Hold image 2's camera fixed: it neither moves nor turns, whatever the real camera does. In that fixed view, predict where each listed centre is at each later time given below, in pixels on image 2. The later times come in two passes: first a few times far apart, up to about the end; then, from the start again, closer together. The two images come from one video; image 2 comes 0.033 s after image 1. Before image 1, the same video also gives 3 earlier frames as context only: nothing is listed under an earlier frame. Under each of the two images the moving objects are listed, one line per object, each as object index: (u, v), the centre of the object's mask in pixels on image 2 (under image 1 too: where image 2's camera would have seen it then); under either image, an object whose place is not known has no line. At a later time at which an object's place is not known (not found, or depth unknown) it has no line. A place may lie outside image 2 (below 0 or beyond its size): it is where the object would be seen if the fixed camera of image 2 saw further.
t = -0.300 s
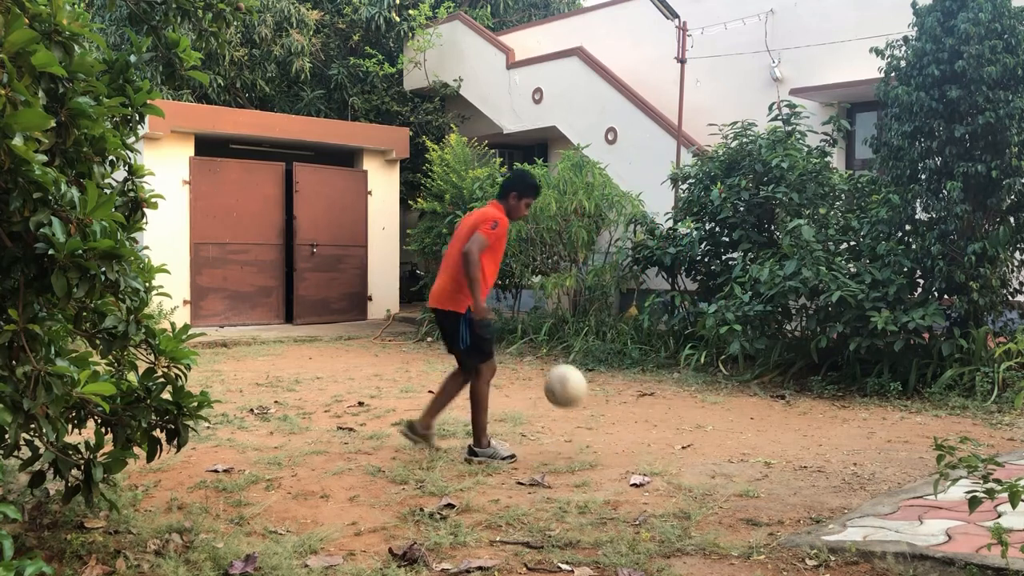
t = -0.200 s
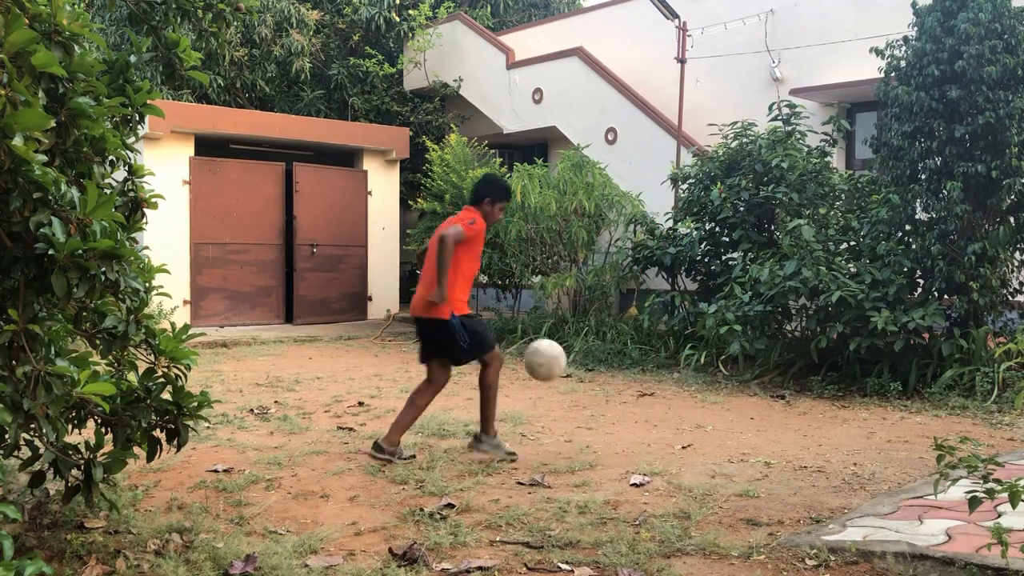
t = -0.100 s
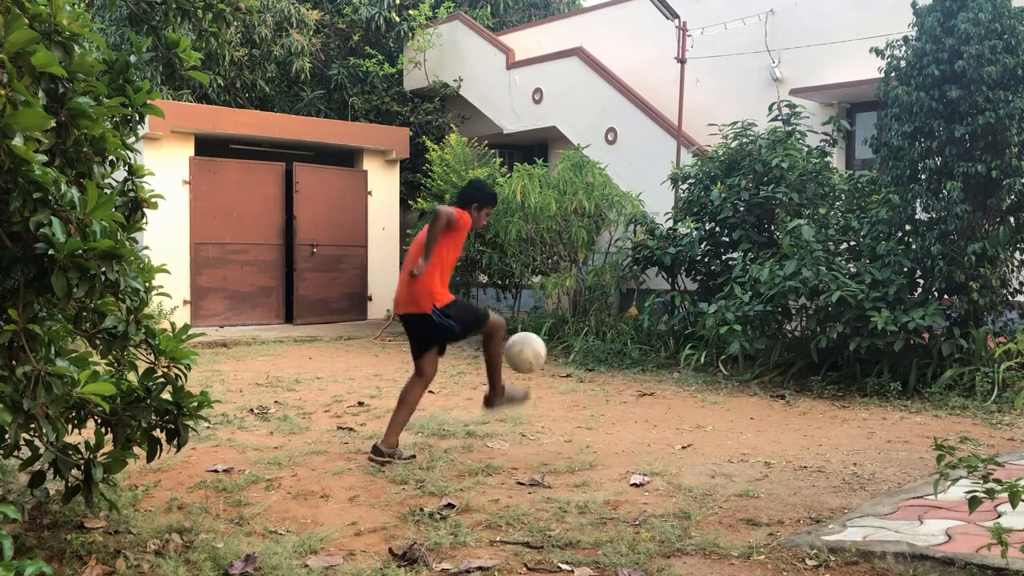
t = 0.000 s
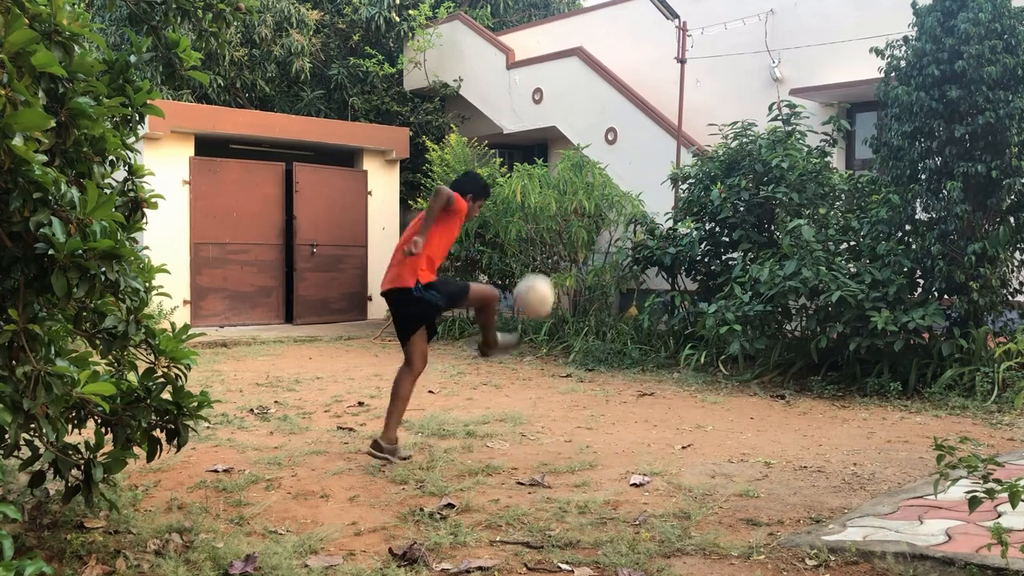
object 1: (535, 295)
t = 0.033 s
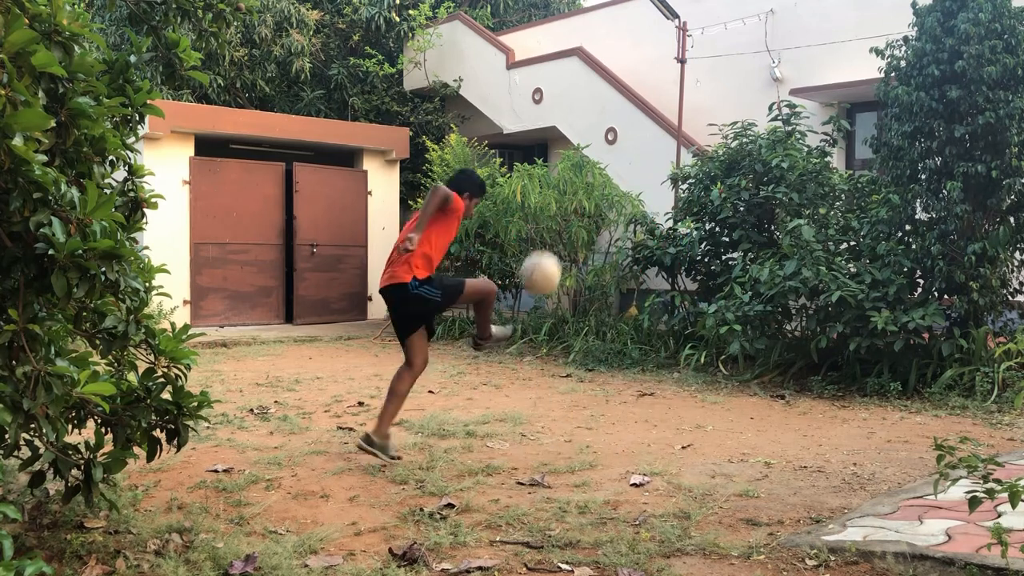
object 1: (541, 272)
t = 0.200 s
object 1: (573, 188)
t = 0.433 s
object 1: (615, 157)
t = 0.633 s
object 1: (648, 204)
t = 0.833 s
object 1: (678, 315)
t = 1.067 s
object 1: (705, 353)
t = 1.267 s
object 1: (720, 286)
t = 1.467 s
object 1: (734, 284)
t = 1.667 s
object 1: (748, 348)
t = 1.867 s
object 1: (762, 375)
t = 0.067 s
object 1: (547, 252)
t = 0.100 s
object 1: (553, 234)
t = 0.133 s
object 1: (560, 217)
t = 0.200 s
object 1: (573, 188)
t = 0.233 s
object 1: (580, 179)
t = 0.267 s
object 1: (585, 171)
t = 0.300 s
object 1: (591, 164)
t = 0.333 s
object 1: (597, 160)
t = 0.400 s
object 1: (608, 156)
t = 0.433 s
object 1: (615, 157)
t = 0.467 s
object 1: (620, 160)
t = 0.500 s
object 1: (626, 165)
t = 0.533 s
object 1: (631, 172)
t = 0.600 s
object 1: (643, 191)
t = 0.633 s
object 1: (648, 204)
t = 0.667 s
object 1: (654, 218)
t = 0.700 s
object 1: (659, 235)
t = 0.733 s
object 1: (664, 252)
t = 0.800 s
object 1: (674, 292)
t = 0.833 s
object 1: (678, 315)
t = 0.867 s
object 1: (683, 339)
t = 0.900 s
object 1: (689, 365)
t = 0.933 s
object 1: (693, 393)
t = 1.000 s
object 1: (700, 389)
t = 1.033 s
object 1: (702, 370)
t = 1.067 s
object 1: (705, 353)
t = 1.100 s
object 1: (708, 337)
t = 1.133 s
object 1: (710, 323)
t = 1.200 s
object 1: (715, 300)
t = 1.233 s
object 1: (717, 292)
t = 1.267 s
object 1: (720, 286)
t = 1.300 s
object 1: (722, 281)
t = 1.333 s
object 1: (725, 278)
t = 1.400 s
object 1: (729, 277)
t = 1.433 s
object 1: (732, 280)
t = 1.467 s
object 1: (734, 284)
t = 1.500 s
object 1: (737, 290)
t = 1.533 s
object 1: (739, 298)
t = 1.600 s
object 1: (744, 319)
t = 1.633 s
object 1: (746, 333)
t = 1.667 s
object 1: (748, 348)
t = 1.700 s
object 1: (750, 365)
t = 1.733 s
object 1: (752, 383)
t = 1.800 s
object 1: (757, 404)
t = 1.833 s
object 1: (760, 388)
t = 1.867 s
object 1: (762, 375)
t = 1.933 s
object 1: (767, 352)
